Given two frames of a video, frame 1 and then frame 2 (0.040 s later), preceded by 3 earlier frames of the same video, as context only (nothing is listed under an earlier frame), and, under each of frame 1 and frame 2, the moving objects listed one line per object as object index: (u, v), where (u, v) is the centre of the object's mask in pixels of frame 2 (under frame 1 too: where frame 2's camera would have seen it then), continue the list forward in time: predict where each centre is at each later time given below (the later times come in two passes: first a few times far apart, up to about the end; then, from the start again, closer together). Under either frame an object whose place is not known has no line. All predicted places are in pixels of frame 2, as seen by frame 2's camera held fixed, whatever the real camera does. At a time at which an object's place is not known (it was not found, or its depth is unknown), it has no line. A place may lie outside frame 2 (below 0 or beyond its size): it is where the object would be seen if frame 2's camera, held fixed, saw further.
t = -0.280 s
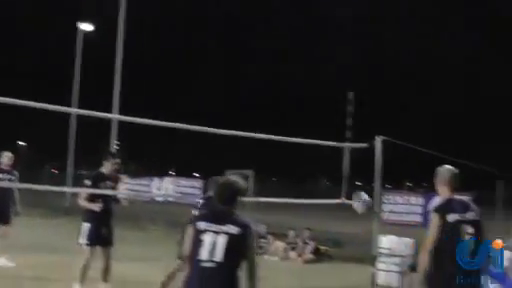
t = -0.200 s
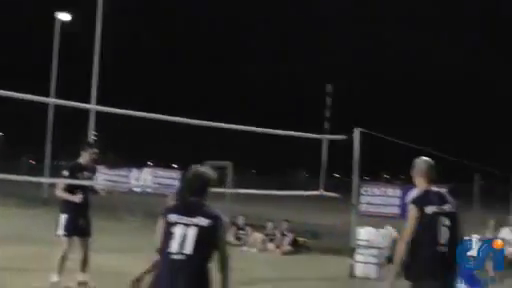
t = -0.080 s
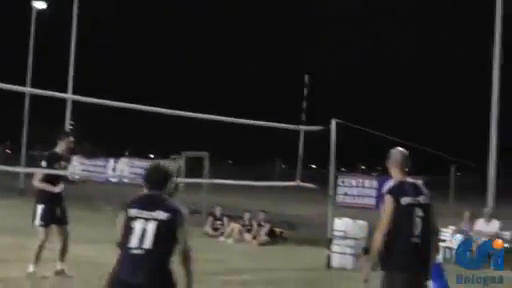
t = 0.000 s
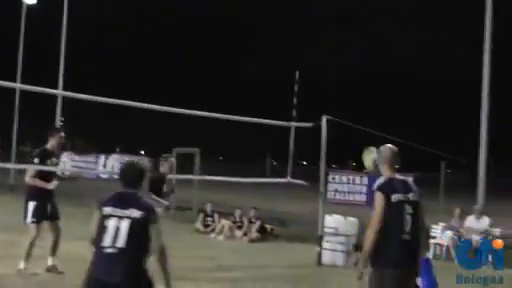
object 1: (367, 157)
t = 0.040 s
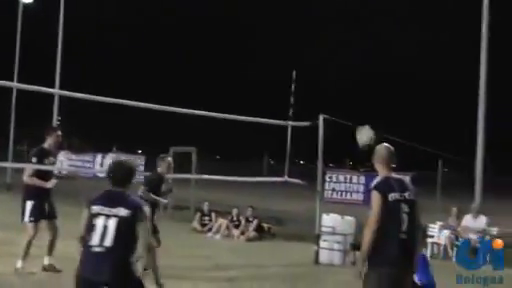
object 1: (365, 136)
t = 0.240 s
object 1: (346, 51)
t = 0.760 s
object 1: (300, -19)
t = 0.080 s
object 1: (361, 116)
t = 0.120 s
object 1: (357, 99)
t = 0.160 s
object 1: (354, 82)
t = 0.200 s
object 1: (349, 66)
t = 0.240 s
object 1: (346, 51)
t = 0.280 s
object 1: (342, 39)
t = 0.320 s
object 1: (338, 27)
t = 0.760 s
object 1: (300, -19)
